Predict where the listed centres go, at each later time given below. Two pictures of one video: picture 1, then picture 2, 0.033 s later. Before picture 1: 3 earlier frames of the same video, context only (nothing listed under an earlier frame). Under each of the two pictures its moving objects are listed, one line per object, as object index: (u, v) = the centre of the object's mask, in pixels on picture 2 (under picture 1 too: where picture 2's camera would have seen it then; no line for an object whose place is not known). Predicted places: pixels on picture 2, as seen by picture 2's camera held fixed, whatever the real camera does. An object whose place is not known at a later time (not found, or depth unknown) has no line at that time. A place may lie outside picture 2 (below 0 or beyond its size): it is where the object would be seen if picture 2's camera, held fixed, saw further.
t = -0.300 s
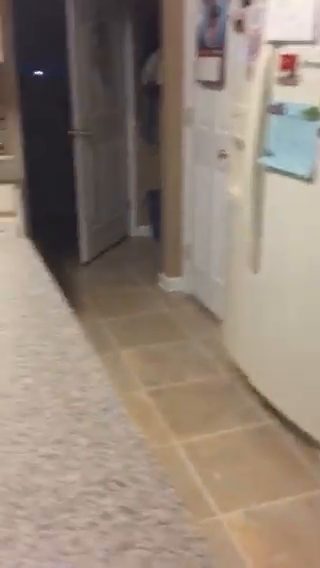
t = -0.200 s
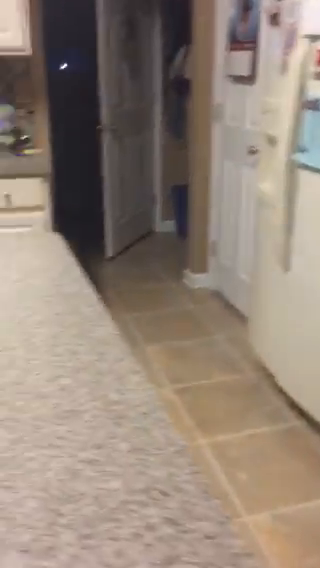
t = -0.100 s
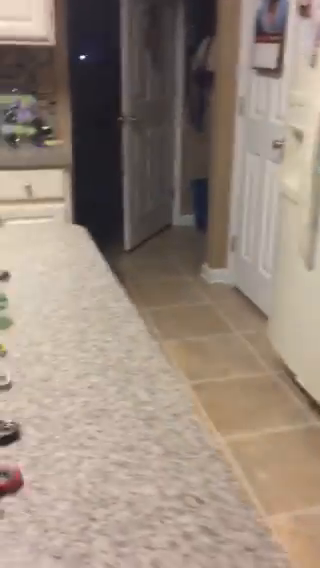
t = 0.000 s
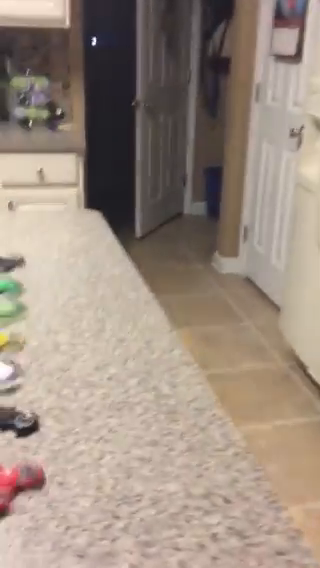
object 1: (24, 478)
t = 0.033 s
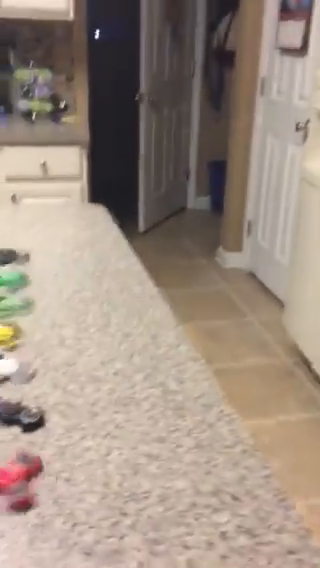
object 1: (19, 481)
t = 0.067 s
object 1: (16, 477)
